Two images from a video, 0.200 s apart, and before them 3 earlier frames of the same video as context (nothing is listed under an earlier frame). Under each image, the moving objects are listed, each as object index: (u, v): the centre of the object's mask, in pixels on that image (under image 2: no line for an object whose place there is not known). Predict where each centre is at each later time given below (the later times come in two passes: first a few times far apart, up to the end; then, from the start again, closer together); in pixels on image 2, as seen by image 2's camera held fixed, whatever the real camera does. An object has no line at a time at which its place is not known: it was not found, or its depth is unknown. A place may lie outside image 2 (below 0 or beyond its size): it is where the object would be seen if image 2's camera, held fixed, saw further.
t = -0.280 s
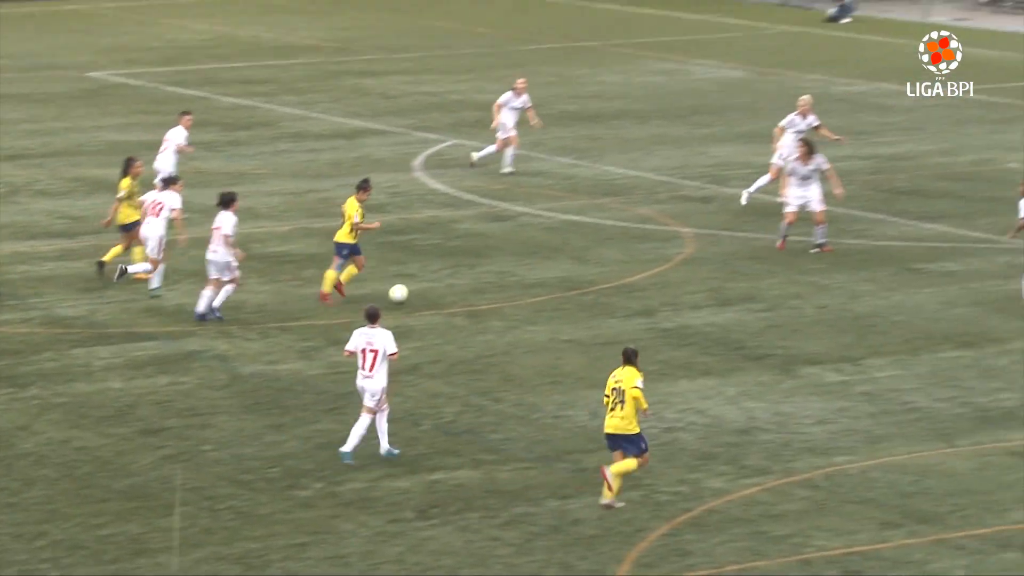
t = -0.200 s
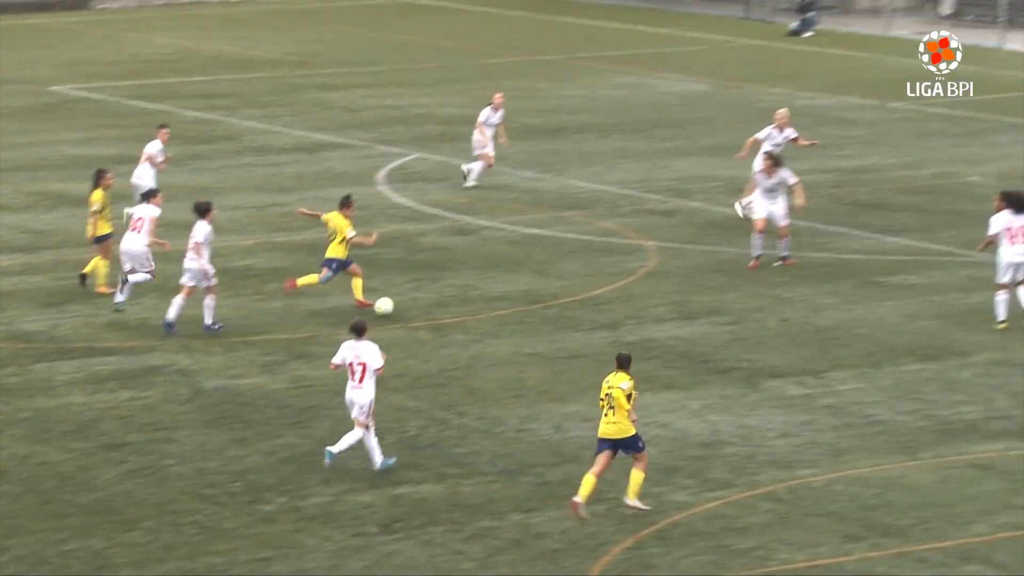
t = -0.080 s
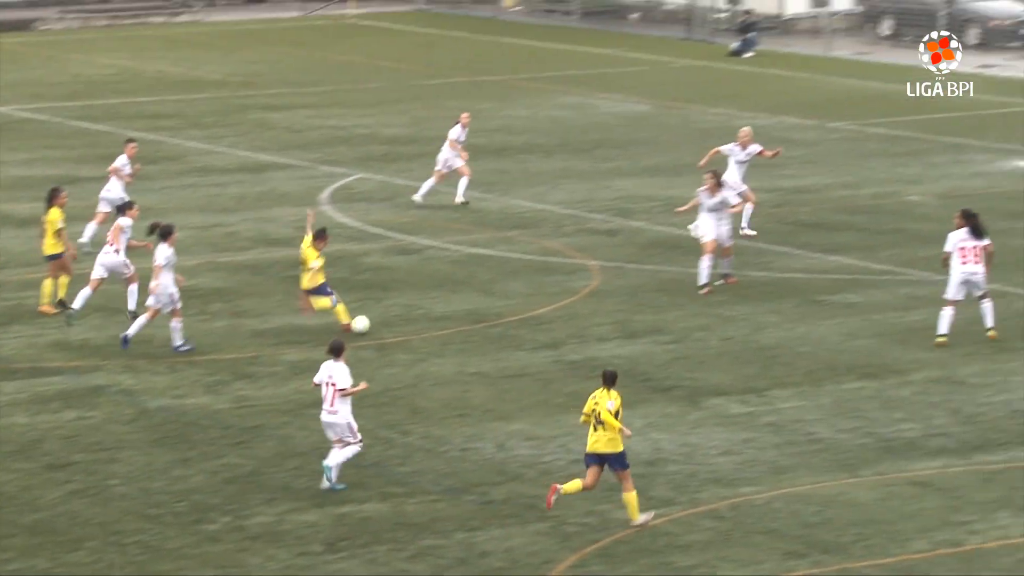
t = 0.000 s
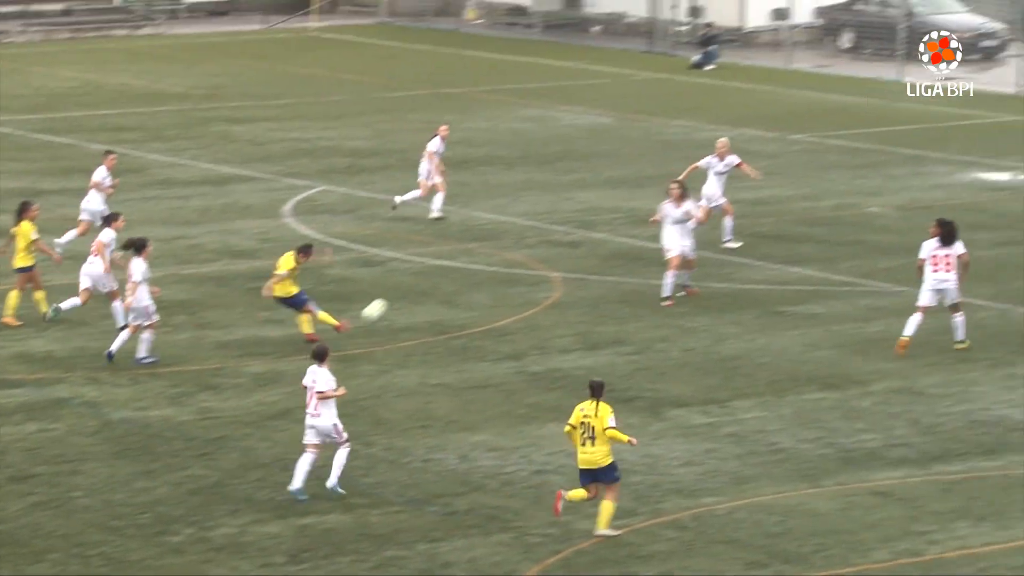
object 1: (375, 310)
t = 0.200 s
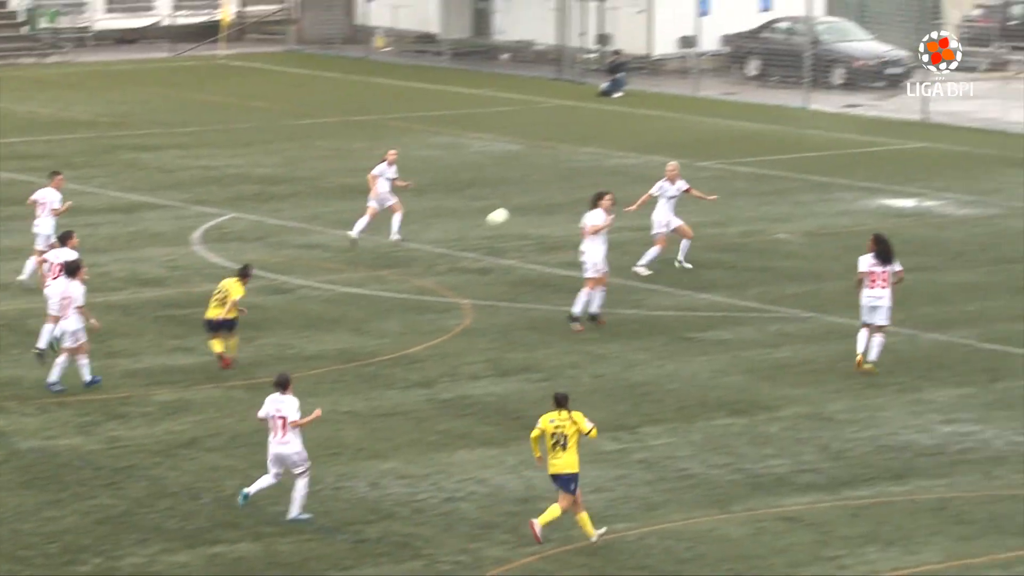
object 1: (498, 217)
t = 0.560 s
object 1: (819, 90)
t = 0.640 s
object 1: (883, 74)
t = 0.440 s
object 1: (718, 122)
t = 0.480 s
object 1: (753, 110)
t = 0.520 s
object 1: (787, 99)
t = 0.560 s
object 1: (819, 90)
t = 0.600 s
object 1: (851, 81)
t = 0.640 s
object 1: (883, 74)
